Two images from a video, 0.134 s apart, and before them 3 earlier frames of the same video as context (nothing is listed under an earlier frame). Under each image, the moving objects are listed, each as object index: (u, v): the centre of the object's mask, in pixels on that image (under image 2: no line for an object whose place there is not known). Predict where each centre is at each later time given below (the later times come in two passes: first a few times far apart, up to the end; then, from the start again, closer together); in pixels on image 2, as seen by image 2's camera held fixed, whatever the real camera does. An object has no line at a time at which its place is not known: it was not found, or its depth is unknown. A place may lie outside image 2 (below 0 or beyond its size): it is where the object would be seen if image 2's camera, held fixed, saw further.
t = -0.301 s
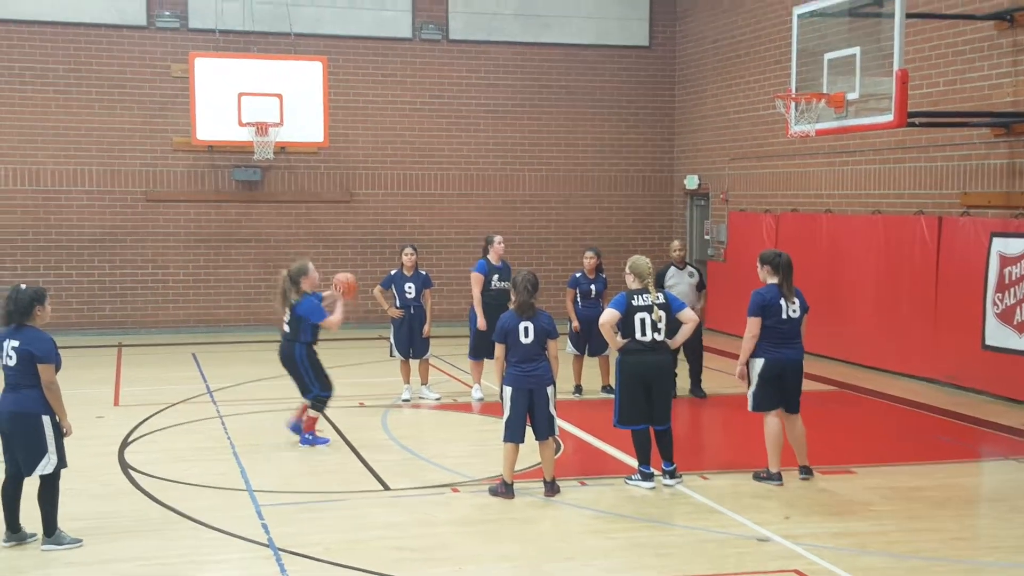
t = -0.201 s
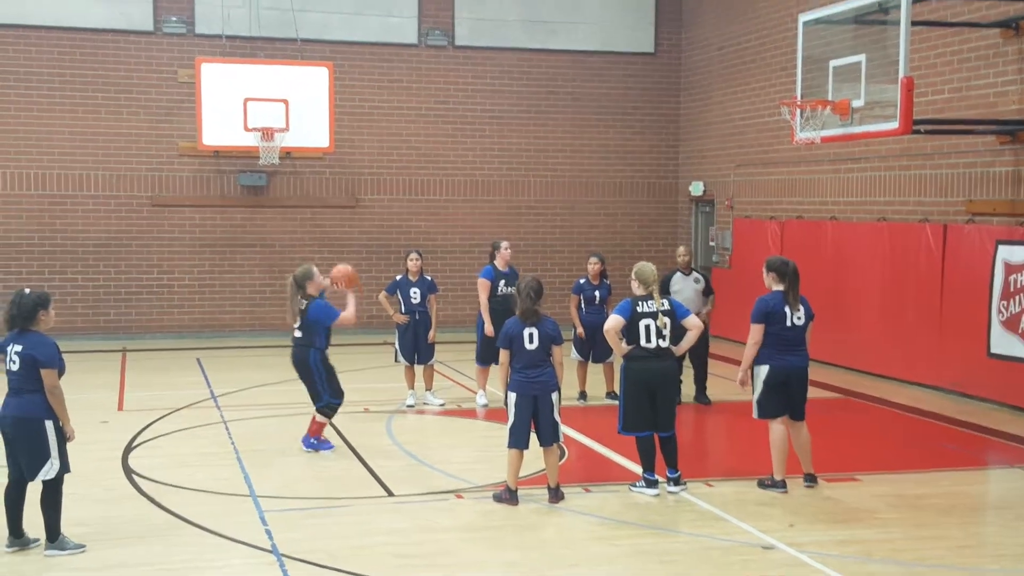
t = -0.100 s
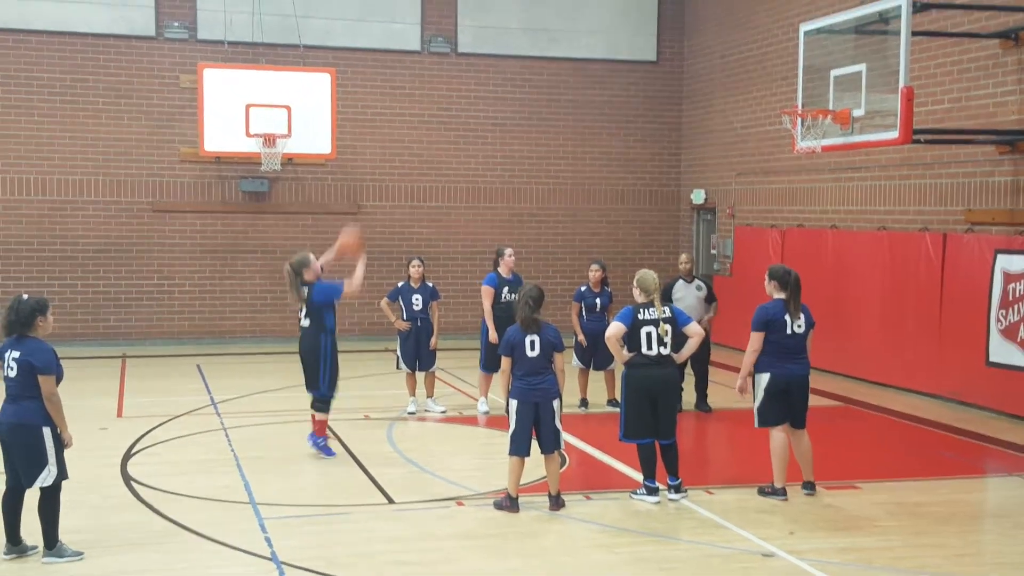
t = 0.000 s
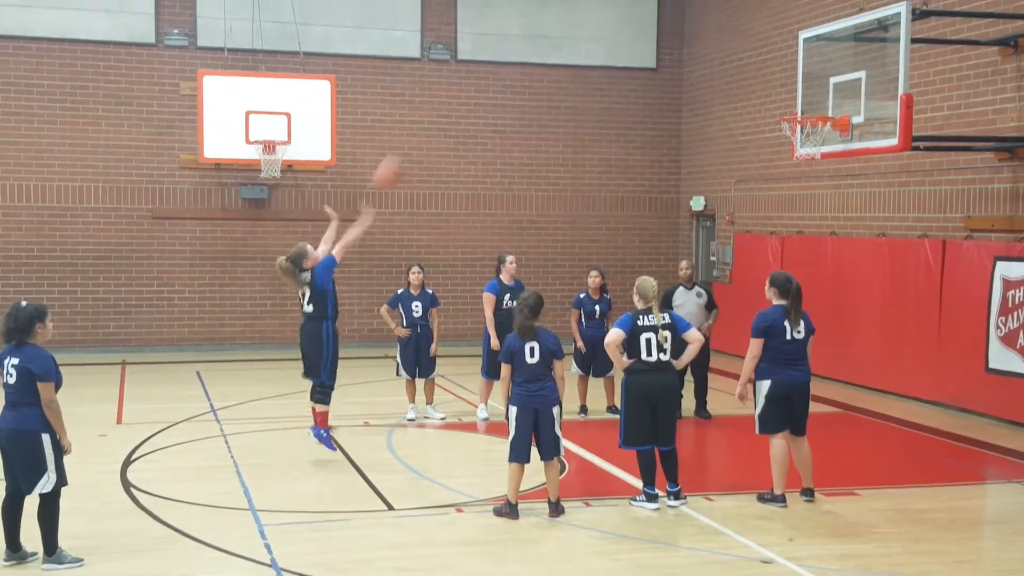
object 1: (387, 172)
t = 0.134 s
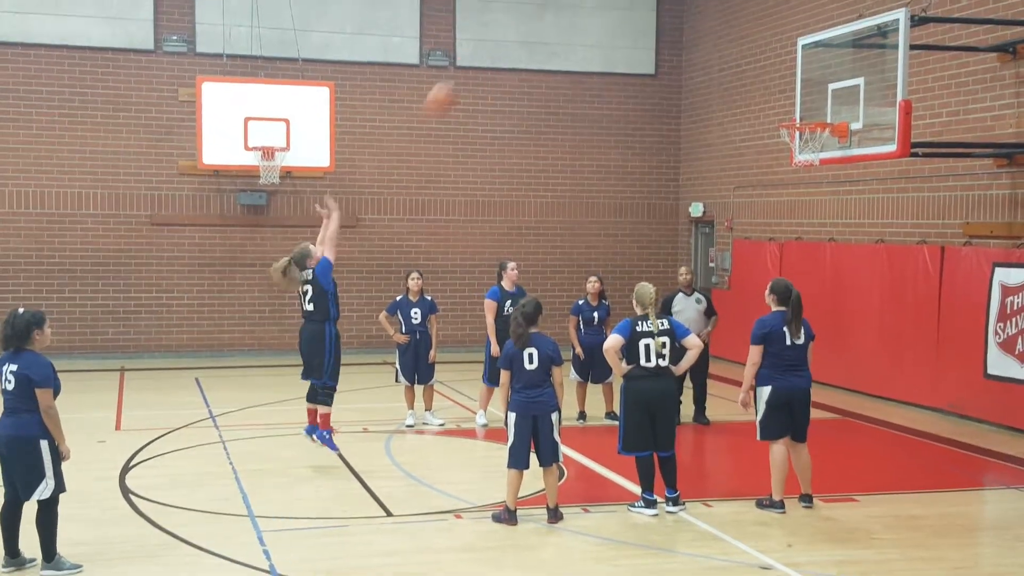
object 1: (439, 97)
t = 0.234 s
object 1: (482, 51)
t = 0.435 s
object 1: (559, -5)
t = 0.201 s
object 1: (466, 67)
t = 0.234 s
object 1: (482, 51)
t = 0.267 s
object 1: (495, 39)
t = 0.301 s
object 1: (509, 27)
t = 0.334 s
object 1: (522, 14)
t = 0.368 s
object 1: (535, 4)
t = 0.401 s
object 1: (547, -1)
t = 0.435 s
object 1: (559, -5)
